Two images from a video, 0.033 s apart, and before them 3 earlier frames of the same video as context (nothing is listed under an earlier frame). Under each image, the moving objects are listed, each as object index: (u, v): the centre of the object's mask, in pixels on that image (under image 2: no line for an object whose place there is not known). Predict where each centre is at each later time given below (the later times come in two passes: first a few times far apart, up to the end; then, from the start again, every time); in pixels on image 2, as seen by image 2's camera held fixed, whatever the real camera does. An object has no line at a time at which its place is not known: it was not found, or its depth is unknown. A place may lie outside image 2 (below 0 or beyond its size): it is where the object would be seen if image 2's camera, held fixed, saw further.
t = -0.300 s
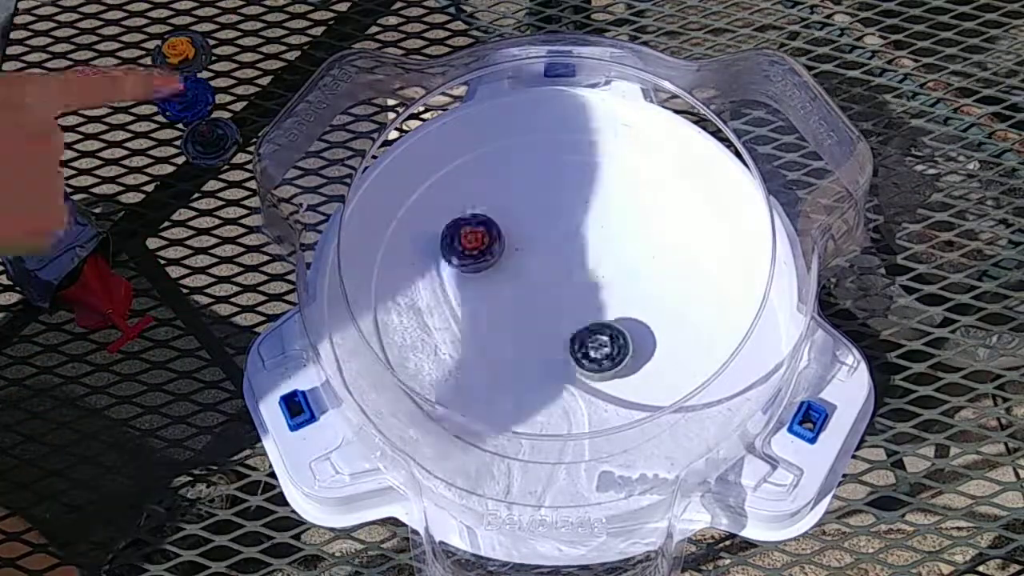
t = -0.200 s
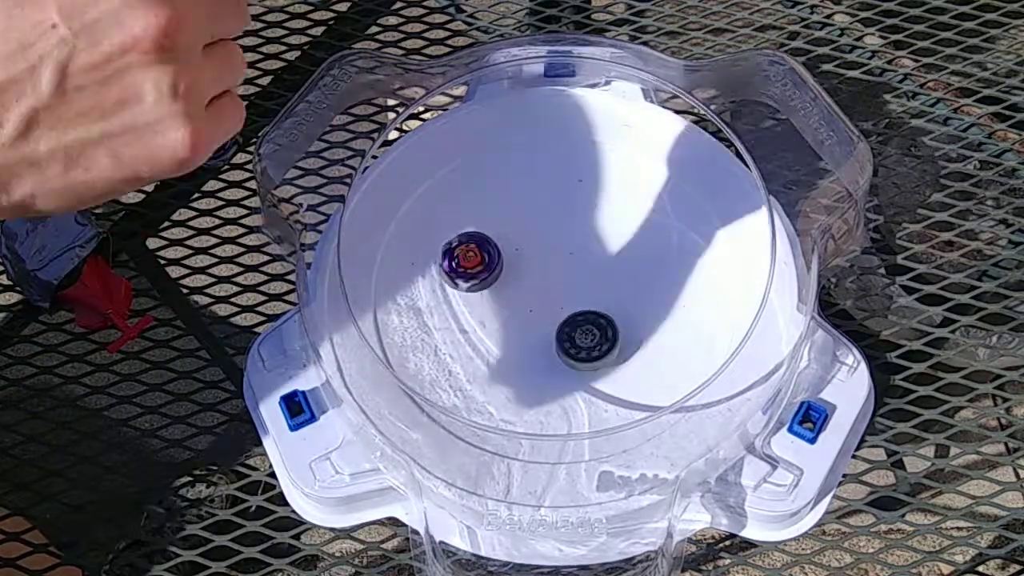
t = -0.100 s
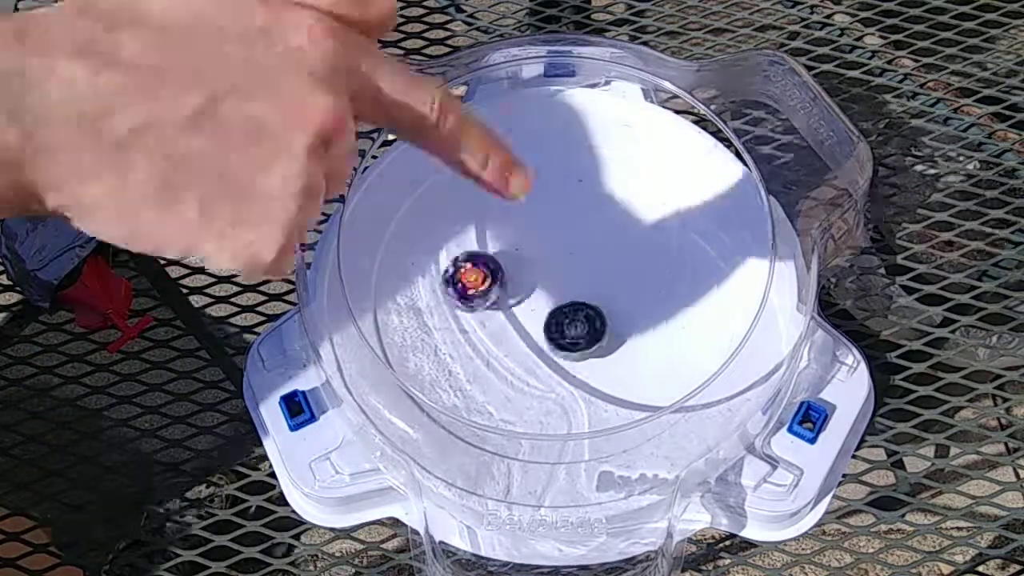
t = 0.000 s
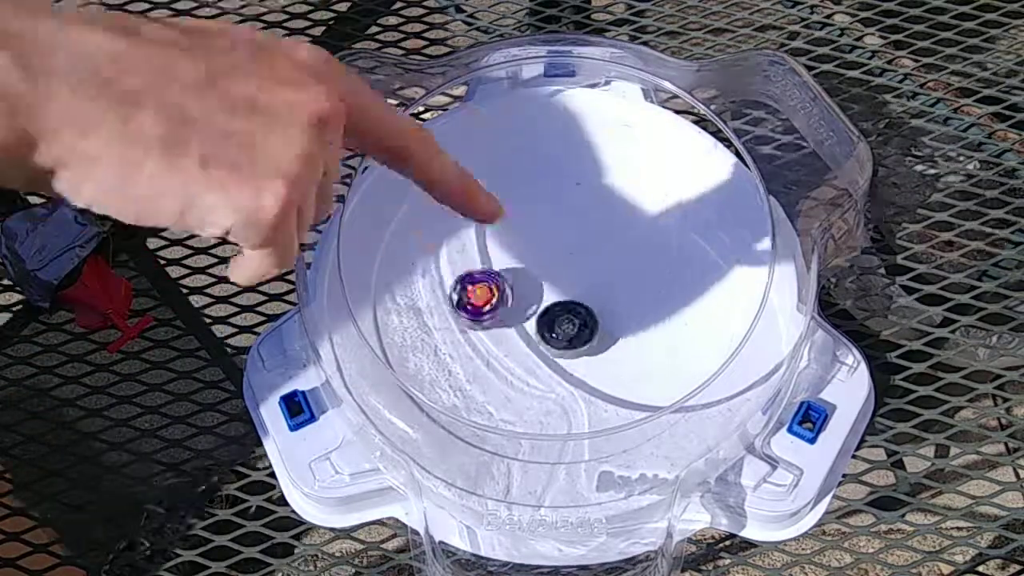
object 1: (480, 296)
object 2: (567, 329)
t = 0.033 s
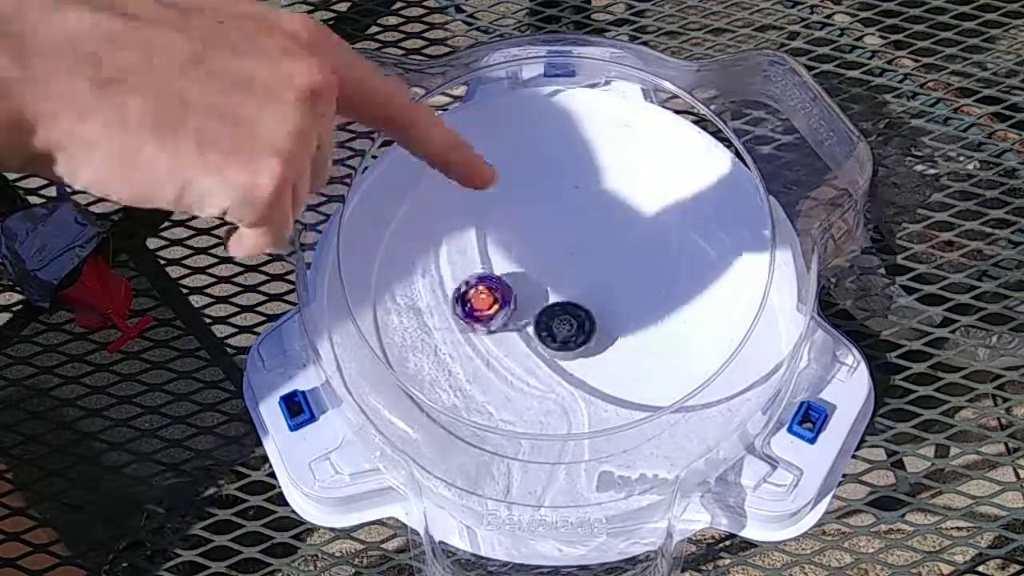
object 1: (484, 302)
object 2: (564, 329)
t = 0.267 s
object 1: (367, 239)
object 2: (678, 369)
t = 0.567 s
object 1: (393, 244)
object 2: (647, 294)
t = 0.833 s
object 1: (487, 333)
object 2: (560, 274)
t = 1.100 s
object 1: (468, 399)
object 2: (574, 235)
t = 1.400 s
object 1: (556, 345)
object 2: (531, 278)
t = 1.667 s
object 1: (605, 403)
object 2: (504, 228)
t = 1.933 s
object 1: (600, 317)
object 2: (509, 276)
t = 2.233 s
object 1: (585, 289)
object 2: (519, 286)
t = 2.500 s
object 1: (629, 278)
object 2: (497, 283)
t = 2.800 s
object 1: (602, 268)
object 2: (536, 296)
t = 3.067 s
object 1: (598, 261)
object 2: (529, 305)
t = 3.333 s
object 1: (598, 248)
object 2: (524, 328)
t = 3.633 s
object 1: (569, 253)
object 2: (536, 334)
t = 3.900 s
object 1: (546, 252)
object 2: (539, 348)
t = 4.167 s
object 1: (528, 173)
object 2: (533, 376)
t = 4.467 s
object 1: (494, 251)
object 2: (553, 338)
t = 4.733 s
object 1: (475, 226)
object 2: (543, 363)
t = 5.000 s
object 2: (546, 345)
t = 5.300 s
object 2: (538, 311)
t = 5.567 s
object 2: (543, 314)
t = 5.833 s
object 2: (563, 328)
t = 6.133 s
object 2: (556, 304)
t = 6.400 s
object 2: (567, 309)
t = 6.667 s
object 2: (601, 323)
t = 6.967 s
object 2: (567, 309)
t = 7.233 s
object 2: (555, 309)
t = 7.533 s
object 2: (559, 317)
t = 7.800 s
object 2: (566, 308)
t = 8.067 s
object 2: (554, 294)
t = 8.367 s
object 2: (592, 224)
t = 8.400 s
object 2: (604, 205)
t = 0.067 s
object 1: (486, 307)
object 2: (562, 330)
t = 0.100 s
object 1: (488, 312)
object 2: (559, 331)
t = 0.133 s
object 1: (491, 316)
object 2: (556, 333)
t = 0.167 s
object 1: (441, 295)
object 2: (595, 349)
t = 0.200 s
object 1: (397, 274)
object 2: (629, 361)
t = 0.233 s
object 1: (373, 253)
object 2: (658, 368)
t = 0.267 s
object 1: (367, 239)
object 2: (678, 369)
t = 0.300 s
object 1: (359, 232)
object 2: (695, 371)
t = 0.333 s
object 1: (358, 223)
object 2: (702, 366)
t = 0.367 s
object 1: (359, 219)
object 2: (701, 359)
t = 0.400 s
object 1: (363, 218)
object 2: (697, 349)
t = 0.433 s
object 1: (369, 220)
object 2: (691, 338)
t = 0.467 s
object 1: (372, 223)
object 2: (682, 327)
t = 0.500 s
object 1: (376, 228)
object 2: (672, 316)
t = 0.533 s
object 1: (383, 234)
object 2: (660, 304)
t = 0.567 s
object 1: (393, 244)
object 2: (647, 294)
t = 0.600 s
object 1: (407, 256)
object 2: (633, 285)
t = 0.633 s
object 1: (422, 269)
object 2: (616, 279)
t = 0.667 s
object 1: (436, 281)
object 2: (602, 276)
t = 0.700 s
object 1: (451, 292)
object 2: (588, 273)
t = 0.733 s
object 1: (466, 301)
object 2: (574, 273)
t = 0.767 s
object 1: (482, 309)
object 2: (563, 276)
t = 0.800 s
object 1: (496, 316)
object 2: (555, 279)
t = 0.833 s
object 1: (487, 333)
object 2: (560, 274)
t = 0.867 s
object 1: (462, 356)
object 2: (575, 263)
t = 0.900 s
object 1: (443, 375)
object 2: (586, 255)
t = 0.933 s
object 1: (429, 390)
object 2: (594, 249)
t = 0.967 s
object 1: (425, 399)
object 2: (599, 243)
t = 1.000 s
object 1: (428, 405)
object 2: (597, 240)
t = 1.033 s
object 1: (436, 408)
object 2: (592, 238)
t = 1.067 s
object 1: (448, 411)
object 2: (584, 236)
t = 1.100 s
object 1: (468, 399)
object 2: (574, 235)
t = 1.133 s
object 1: (482, 399)
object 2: (563, 237)
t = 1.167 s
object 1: (499, 392)
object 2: (554, 241)
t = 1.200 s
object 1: (512, 387)
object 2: (547, 246)
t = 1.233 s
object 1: (525, 378)
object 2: (542, 251)
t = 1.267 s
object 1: (533, 369)
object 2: (538, 257)
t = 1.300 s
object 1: (542, 359)
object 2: (535, 264)
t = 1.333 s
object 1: (548, 351)
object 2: (534, 270)
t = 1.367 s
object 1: (552, 342)
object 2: (533, 276)
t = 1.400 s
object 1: (556, 345)
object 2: (531, 278)
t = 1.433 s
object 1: (568, 379)
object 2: (526, 257)
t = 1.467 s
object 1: (579, 407)
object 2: (523, 240)
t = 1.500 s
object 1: (589, 430)
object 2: (520, 227)
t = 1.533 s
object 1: (597, 439)
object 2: (518, 221)
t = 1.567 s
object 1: (598, 435)
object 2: (516, 217)
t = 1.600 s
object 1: (599, 426)
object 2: (511, 218)
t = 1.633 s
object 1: (604, 417)
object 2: (507, 223)
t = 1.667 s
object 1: (605, 403)
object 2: (504, 228)
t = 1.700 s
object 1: (606, 392)
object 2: (501, 234)
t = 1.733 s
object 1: (609, 378)
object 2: (500, 241)
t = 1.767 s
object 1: (608, 365)
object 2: (500, 248)
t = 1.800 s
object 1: (608, 354)
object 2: (501, 254)
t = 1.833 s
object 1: (607, 343)
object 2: (502, 261)
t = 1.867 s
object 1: (605, 333)
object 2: (505, 267)
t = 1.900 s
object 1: (603, 324)
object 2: (507, 271)
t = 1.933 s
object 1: (600, 317)
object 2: (509, 276)
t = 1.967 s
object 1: (598, 312)
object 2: (511, 280)
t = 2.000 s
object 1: (596, 307)
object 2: (514, 284)
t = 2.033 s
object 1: (595, 303)
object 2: (515, 286)
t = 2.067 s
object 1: (592, 299)
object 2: (517, 287)
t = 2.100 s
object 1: (589, 297)
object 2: (518, 289)
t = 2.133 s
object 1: (588, 294)
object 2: (519, 288)
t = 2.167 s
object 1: (587, 292)
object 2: (520, 288)
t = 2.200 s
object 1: (587, 290)
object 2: (519, 287)
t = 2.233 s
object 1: (585, 289)
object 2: (519, 286)
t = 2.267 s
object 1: (589, 287)
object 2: (516, 285)
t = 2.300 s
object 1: (607, 287)
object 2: (503, 281)
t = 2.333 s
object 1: (621, 287)
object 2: (495, 280)
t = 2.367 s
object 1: (628, 287)
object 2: (490, 279)
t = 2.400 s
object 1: (633, 285)
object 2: (490, 279)
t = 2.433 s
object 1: (633, 283)
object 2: (490, 279)
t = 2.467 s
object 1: (631, 281)
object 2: (493, 281)
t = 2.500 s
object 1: (629, 278)
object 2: (497, 283)
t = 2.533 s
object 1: (626, 276)
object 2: (502, 285)
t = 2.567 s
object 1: (623, 274)
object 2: (508, 287)
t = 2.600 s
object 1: (618, 273)
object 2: (513, 288)
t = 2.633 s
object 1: (616, 271)
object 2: (518, 289)
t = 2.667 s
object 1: (613, 270)
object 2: (523, 291)
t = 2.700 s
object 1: (610, 270)
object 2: (527, 292)
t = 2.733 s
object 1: (608, 269)
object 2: (531, 293)
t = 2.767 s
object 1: (605, 268)
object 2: (534, 295)
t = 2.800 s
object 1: (602, 268)
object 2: (536, 296)
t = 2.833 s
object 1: (600, 268)
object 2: (539, 297)
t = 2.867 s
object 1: (598, 267)
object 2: (540, 297)
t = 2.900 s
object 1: (600, 265)
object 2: (539, 299)
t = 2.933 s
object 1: (602, 263)
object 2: (535, 302)
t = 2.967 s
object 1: (603, 262)
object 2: (531, 303)
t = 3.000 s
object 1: (602, 262)
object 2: (529, 305)
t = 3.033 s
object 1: (599, 261)
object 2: (529, 305)
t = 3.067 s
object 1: (598, 261)
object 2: (529, 305)
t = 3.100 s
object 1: (595, 262)
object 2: (532, 305)
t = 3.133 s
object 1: (592, 261)
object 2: (533, 305)
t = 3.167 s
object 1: (590, 263)
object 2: (536, 306)
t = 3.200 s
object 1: (587, 263)
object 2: (539, 308)
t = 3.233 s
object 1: (585, 265)
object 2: (540, 309)
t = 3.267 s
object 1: (584, 264)
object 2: (540, 313)
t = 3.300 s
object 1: (593, 254)
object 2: (530, 321)
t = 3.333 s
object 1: (598, 248)
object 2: (524, 328)
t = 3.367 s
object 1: (599, 245)
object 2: (521, 332)
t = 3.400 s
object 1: (596, 245)
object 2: (518, 333)
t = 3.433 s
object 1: (594, 244)
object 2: (519, 334)
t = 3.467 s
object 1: (589, 245)
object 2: (521, 334)
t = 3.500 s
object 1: (585, 246)
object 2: (523, 334)
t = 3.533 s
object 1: (581, 248)
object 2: (527, 334)
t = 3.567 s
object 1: (576, 249)
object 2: (530, 334)
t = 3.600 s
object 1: (572, 251)
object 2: (534, 334)
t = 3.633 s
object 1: (569, 253)
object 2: (536, 334)
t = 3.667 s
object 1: (563, 256)
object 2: (539, 334)
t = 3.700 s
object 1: (560, 258)
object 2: (542, 332)
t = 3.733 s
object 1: (558, 260)
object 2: (543, 332)
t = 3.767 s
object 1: (553, 263)
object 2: (545, 331)
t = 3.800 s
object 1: (551, 266)
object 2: (545, 331)
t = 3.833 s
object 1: (547, 268)
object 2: (546, 330)
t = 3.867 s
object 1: (546, 270)
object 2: (545, 330)
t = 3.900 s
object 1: (546, 252)
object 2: (539, 348)
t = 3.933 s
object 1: (548, 225)
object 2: (533, 367)
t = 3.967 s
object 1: (549, 203)
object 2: (528, 380)
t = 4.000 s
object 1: (550, 186)
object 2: (524, 387)
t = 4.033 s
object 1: (549, 174)
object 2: (522, 390)
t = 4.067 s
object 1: (547, 168)
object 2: (524, 388)
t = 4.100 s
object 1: (542, 166)
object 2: (527, 386)
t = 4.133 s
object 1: (535, 168)
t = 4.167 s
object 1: (528, 173)
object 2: (533, 376)
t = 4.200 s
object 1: (521, 178)
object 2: (538, 371)
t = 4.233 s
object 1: (514, 185)
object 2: (541, 366)
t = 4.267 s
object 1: (509, 194)
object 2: (545, 360)
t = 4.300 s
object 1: (505, 202)
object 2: (547, 355)
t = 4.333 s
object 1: (500, 211)
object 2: (550, 350)
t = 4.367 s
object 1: (497, 220)
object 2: (552, 346)
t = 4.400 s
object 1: (494, 231)
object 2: (554, 342)
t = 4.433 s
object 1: (493, 241)
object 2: (554, 340)
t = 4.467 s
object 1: (494, 251)
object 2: (553, 338)
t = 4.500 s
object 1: (494, 257)
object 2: (551, 336)
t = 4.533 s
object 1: (494, 264)
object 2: (548, 335)
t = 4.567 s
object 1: (496, 269)
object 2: (544, 334)
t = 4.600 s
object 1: (497, 274)
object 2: (540, 332)
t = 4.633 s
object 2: (535, 331)
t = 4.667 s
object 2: (534, 336)
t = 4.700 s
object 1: (485, 247)
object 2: (539, 353)
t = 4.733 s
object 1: (475, 226)
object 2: (543, 363)
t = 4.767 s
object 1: (469, 210)
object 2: (545, 370)
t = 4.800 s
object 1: (467, 201)
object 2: (546, 372)
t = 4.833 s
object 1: (465, 197)
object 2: (546, 371)
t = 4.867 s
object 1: (464, 196)
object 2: (546, 367)
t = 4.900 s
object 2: (547, 362)
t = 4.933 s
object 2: (546, 357)
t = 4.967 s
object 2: (547, 351)
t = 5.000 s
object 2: (546, 345)
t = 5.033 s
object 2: (546, 339)
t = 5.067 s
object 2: (545, 334)
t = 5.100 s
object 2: (544, 328)
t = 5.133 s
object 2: (543, 324)
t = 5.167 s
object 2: (542, 320)
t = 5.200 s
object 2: (541, 317)
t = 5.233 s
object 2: (539, 314)
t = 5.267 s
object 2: (539, 312)
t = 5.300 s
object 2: (538, 311)
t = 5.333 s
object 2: (538, 309)
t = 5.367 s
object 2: (538, 308)
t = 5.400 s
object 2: (538, 308)
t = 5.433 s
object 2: (541, 311)
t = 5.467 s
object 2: (542, 312)
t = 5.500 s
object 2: (544, 314)
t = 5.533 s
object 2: (543, 314)
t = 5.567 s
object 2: (543, 314)
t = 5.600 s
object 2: (547, 317)
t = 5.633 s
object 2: (553, 325)
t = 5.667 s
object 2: (559, 330)
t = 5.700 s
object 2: (562, 333)
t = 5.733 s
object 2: (564, 333)
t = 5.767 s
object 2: (563, 333)
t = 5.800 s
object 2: (563, 331)
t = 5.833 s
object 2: (563, 328)
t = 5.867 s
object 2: (562, 325)
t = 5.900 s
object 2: (562, 322)
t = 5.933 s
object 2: (560, 319)
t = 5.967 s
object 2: (559, 315)
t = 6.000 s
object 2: (559, 313)
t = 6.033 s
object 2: (557, 310)
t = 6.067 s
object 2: (557, 307)
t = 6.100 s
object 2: (556, 306)
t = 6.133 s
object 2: (556, 304)
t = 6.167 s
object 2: (562, 306)
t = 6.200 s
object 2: (566, 308)
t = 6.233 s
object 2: (569, 308)
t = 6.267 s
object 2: (570, 310)
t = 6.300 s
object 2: (570, 310)
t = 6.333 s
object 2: (570, 310)
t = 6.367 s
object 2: (568, 310)
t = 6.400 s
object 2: (567, 309)
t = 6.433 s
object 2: (568, 309)
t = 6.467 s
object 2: (582, 315)
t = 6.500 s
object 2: (593, 319)
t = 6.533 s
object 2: (600, 322)
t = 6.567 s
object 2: (603, 323)
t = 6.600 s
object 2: (604, 324)
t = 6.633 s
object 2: (603, 324)
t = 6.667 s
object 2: (601, 323)
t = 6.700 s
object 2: (599, 321)
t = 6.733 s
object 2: (596, 320)
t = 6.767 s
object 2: (591, 318)
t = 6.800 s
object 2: (588, 316)
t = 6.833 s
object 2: (584, 315)
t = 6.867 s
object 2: (579, 313)
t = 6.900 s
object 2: (575, 311)
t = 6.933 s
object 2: (572, 310)
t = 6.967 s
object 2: (567, 309)
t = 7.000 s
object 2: (564, 307)
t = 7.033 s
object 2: (562, 306)
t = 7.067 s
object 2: (559, 305)
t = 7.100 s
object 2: (558, 305)
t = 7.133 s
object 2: (558, 306)
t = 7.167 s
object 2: (557, 307)
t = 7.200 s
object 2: (556, 308)
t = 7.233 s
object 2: (555, 309)
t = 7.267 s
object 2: (560, 310)
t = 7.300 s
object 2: (564, 310)
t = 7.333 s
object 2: (567, 311)
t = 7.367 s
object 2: (567, 312)
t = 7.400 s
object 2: (566, 313)
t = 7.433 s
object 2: (565, 314)
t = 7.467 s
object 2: (564, 315)
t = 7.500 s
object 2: (561, 316)
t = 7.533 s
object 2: (559, 317)
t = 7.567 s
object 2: (556, 317)
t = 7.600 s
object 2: (563, 314)
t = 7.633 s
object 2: (567, 311)
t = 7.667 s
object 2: (570, 309)
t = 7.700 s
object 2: (571, 308)
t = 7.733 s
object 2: (570, 308)
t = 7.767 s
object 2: (569, 308)
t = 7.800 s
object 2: (566, 308)
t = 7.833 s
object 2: (563, 308)
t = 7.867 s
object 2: (559, 307)
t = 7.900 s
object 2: (557, 307)
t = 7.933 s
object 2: (554, 307)
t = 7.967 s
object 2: (550, 306)
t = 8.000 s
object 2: (551, 303)
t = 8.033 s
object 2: (553, 298)
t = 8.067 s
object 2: (554, 294)
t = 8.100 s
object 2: (554, 292)
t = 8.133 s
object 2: (554, 290)
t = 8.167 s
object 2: (554, 289)
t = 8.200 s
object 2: (552, 288)
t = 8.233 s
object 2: (550, 288)
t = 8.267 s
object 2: (549, 288)
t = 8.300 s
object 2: (558, 275)
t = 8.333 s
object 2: (576, 248)
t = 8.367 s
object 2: (592, 224)
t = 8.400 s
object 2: (604, 205)
